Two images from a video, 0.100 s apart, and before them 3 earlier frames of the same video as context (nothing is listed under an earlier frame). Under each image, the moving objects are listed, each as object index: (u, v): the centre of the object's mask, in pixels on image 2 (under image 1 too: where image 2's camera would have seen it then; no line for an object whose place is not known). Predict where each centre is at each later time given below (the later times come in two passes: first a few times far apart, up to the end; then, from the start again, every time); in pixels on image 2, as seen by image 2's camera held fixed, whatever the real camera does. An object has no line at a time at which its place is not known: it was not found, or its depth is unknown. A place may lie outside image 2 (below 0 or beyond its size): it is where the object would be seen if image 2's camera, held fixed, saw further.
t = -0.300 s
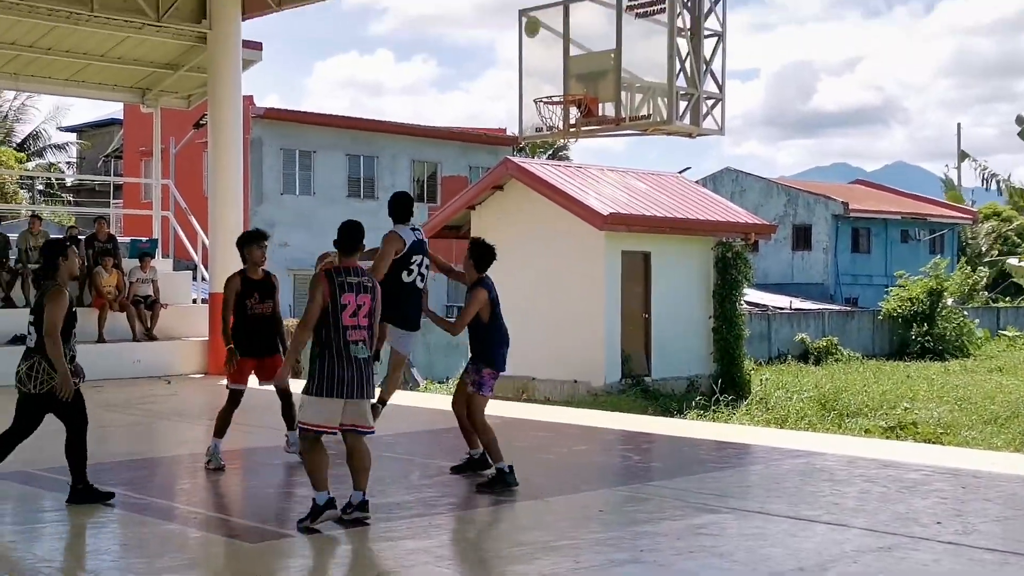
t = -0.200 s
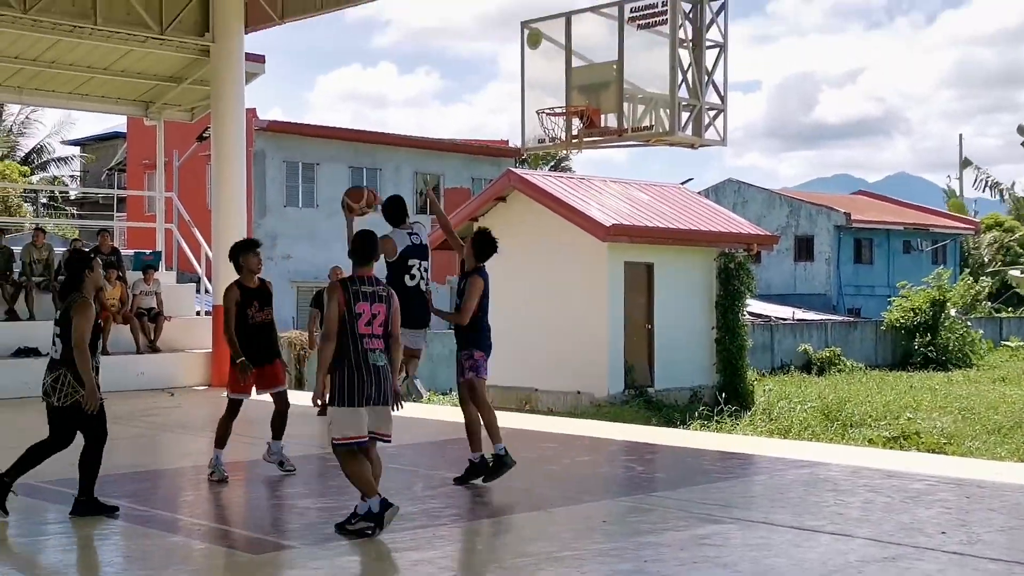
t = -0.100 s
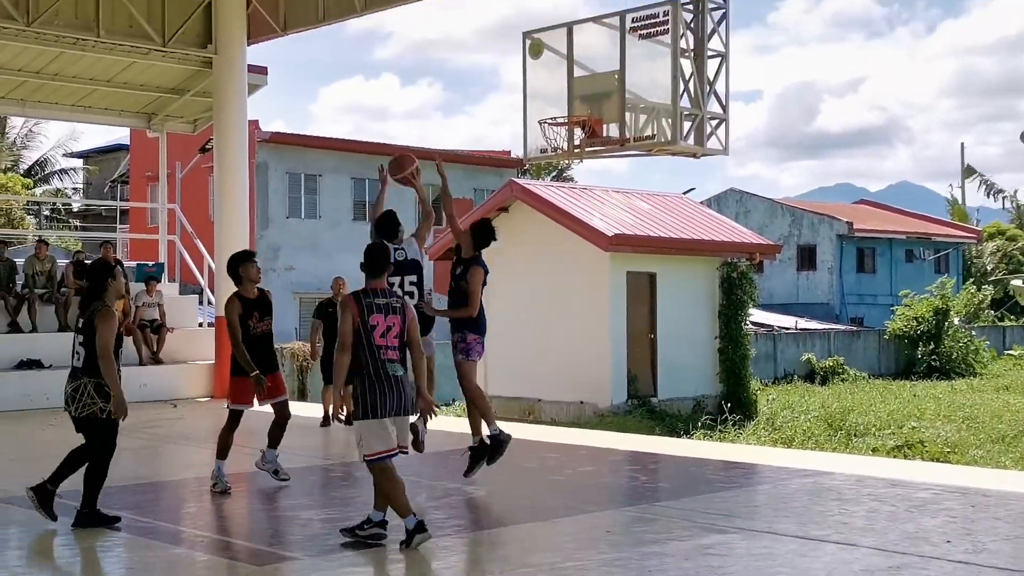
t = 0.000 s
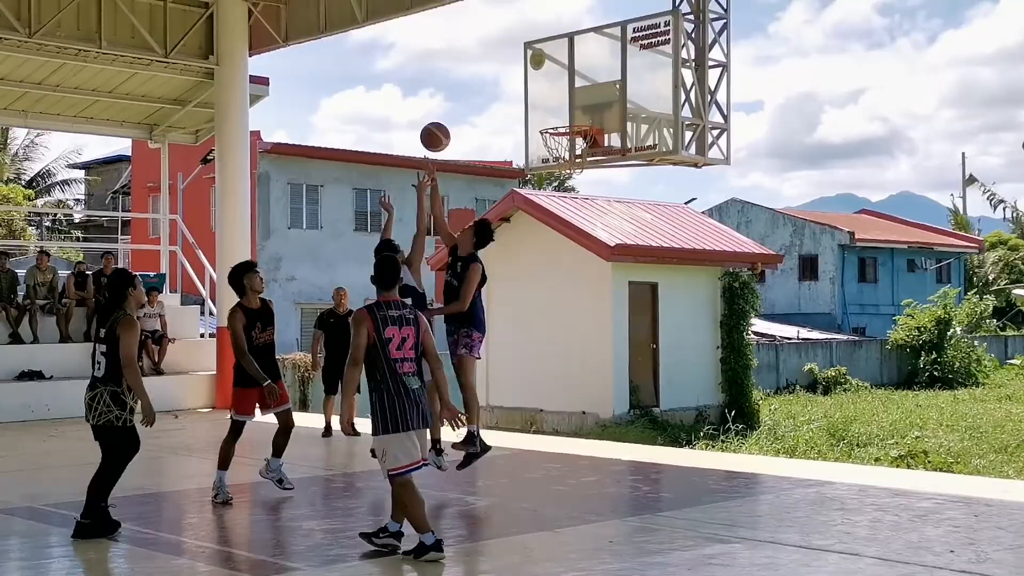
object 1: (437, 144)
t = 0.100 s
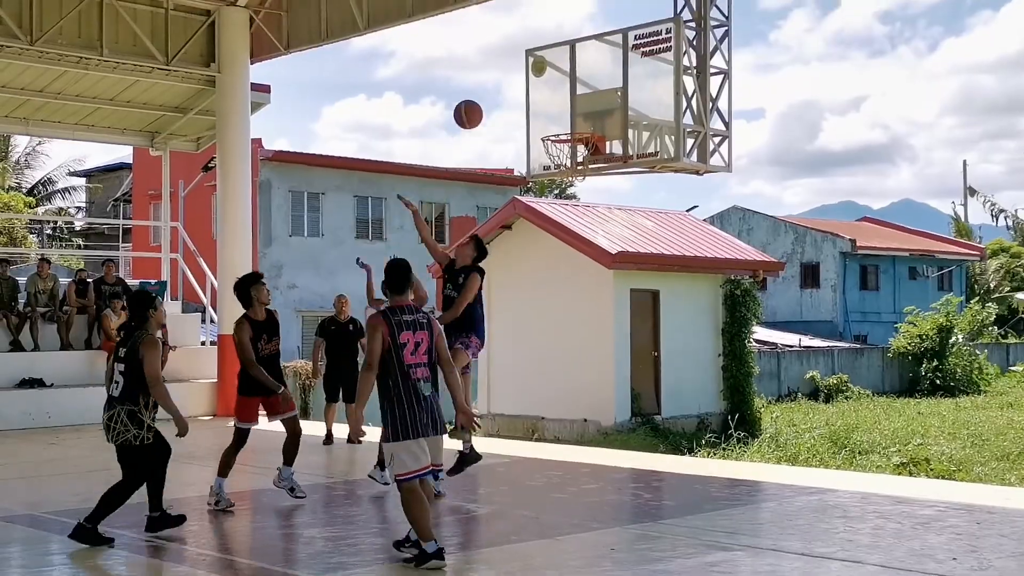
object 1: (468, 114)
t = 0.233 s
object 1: (507, 95)
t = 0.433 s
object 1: (560, 108)
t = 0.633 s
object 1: (531, 128)
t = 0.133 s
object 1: (478, 107)
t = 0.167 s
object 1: (488, 102)
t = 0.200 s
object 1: (498, 98)
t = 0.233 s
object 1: (507, 95)
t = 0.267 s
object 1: (516, 94)
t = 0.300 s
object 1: (526, 95)
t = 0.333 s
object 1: (535, 96)
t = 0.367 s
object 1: (544, 99)
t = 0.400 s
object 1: (552, 103)
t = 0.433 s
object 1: (560, 108)
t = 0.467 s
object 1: (569, 115)
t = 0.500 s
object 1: (564, 119)
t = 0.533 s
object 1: (556, 123)
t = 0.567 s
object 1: (547, 127)
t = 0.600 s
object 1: (539, 127)
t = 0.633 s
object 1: (531, 128)
